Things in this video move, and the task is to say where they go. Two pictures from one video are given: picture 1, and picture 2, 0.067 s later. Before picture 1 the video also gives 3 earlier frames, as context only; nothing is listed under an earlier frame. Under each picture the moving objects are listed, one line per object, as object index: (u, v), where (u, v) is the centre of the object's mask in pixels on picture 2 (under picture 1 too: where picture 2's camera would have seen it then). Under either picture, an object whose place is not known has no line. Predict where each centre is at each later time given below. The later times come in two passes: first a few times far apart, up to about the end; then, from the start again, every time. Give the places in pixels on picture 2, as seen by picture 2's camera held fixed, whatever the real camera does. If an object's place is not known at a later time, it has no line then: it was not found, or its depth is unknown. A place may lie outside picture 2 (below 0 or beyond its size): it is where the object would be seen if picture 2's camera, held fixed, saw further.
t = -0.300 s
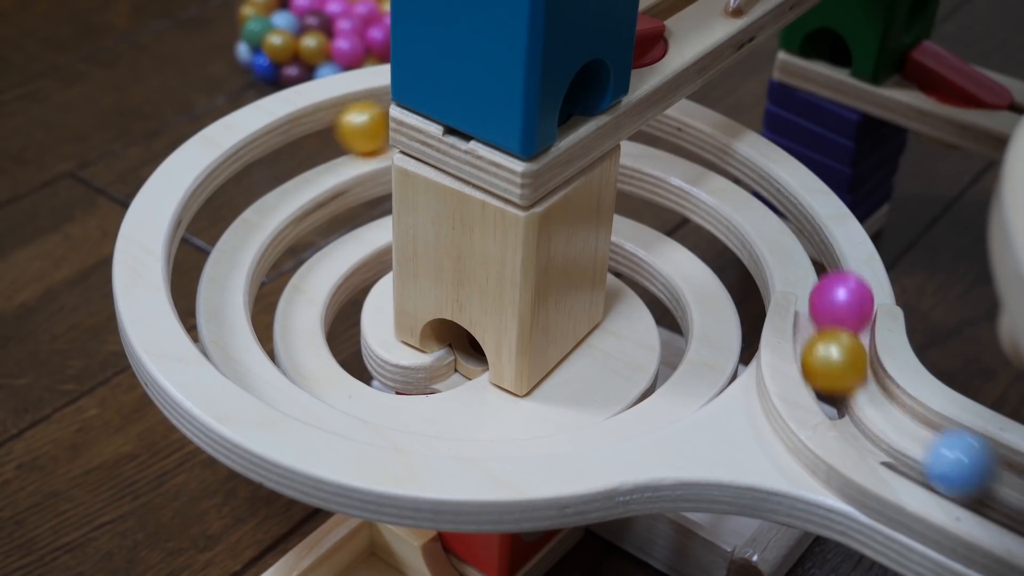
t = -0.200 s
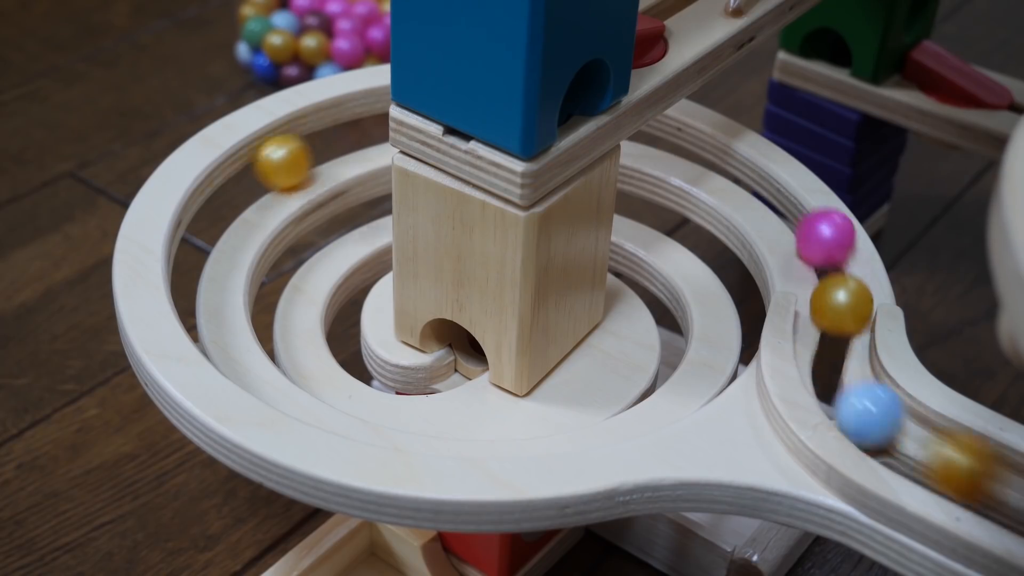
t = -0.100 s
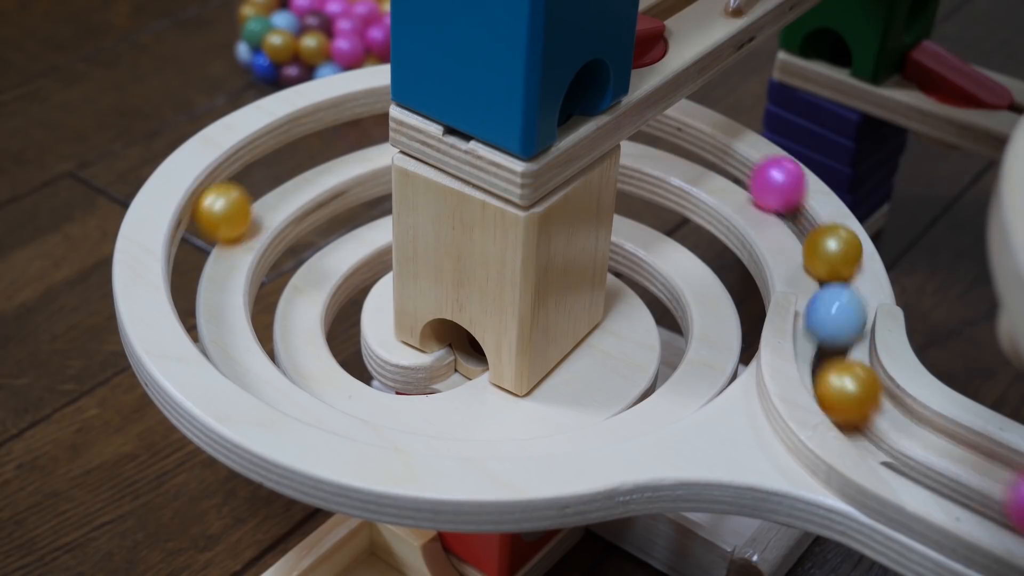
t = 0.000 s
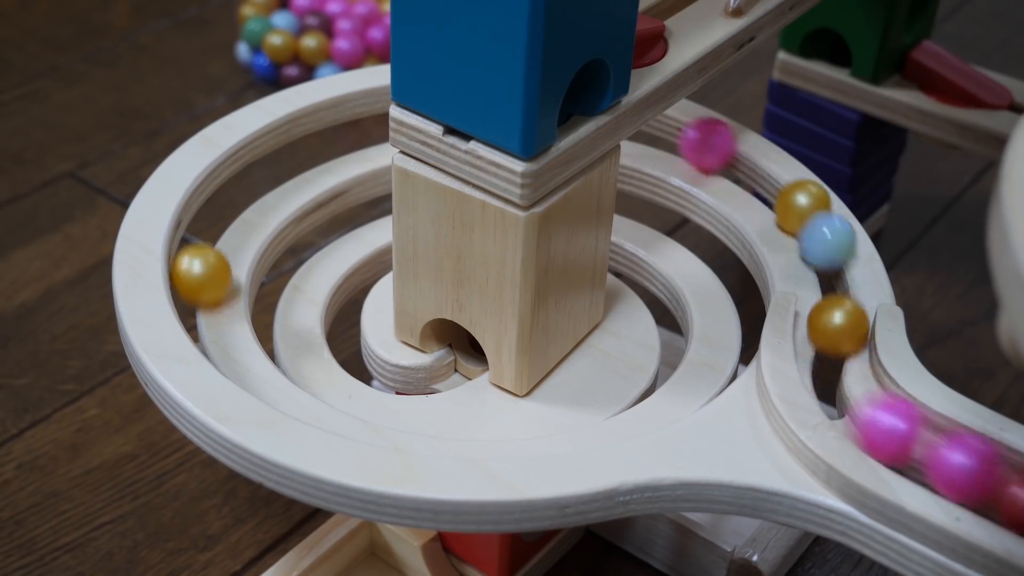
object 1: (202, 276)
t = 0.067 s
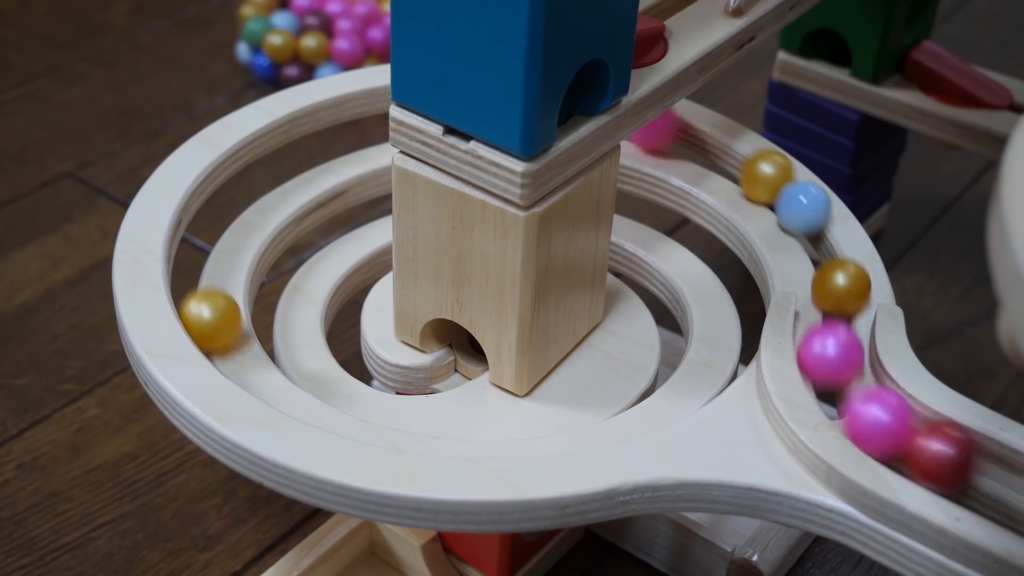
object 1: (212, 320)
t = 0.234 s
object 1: (323, 407)
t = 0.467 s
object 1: (578, 429)
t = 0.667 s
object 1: (726, 348)
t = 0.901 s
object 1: (675, 221)
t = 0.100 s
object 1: (227, 341)
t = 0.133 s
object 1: (244, 360)
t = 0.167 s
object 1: (267, 378)
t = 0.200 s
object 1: (293, 393)
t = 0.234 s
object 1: (323, 407)
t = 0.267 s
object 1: (356, 418)
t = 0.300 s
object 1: (392, 427)
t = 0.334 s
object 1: (429, 433)
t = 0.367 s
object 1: (467, 437)
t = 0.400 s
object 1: (505, 437)
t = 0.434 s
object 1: (542, 435)
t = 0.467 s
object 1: (578, 429)
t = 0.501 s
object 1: (612, 421)
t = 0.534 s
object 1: (643, 410)
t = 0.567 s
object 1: (670, 397)
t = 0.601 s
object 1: (693, 382)
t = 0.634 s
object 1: (712, 366)
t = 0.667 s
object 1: (726, 348)
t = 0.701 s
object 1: (735, 330)
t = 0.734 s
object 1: (738, 311)
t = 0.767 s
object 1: (737, 292)
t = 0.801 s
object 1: (729, 272)
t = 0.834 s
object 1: (716, 253)
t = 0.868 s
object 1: (698, 236)
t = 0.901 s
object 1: (675, 221)
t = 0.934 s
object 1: (650, 206)
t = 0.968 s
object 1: (628, 196)
